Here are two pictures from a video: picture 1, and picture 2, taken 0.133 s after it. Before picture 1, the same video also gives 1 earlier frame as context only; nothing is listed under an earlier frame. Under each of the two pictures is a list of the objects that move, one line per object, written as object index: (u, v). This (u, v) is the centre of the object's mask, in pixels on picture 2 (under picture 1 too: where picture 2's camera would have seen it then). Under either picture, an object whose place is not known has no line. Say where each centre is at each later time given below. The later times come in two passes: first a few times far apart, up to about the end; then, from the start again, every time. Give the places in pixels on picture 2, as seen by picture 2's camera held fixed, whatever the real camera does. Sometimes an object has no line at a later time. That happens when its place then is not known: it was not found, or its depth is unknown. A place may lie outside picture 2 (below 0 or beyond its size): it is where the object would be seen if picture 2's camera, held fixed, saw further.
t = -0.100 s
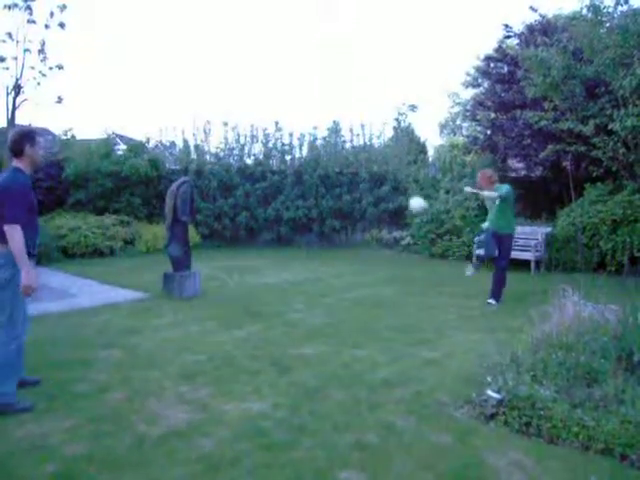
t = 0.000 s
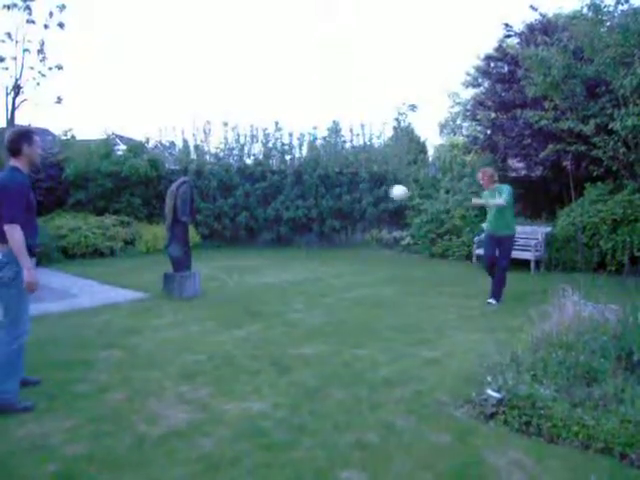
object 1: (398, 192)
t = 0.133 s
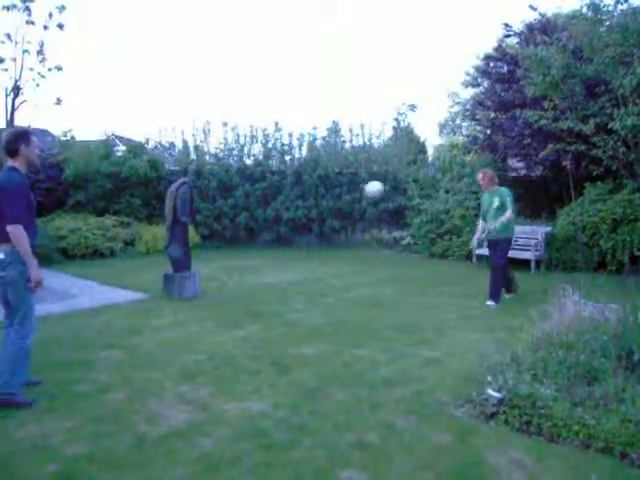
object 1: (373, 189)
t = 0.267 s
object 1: (348, 200)
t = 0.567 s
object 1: (286, 274)
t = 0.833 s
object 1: (252, 280)
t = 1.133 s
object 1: (224, 293)
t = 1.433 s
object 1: (193, 307)
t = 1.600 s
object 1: (176, 314)
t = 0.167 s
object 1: (367, 190)
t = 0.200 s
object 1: (361, 192)
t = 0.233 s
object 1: (354, 195)
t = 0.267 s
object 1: (348, 200)
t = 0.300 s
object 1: (341, 204)
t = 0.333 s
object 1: (334, 210)
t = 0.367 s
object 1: (328, 217)
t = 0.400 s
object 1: (321, 225)
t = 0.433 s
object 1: (314, 233)
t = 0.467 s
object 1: (307, 241)
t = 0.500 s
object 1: (300, 250)
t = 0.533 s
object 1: (293, 261)
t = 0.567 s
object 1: (286, 274)
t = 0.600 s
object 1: (278, 289)
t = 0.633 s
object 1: (271, 302)
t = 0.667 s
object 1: (266, 303)
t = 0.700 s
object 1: (263, 297)
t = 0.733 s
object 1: (260, 290)
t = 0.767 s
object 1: (257, 286)
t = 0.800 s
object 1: (255, 283)
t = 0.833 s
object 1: (252, 280)
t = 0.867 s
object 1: (249, 278)
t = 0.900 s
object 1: (246, 275)
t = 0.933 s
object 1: (244, 276)
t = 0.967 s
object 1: (240, 278)
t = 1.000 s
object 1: (236, 279)
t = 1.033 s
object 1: (233, 281)
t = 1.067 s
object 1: (230, 285)
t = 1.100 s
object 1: (227, 290)
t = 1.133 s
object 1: (224, 293)
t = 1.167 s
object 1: (220, 299)
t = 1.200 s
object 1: (215, 308)
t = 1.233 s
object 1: (213, 311)
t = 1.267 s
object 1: (209, 309)
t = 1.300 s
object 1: (208, 308)
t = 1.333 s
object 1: (204, 305)
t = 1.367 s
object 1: (201, 304)
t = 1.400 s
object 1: (196, 305)
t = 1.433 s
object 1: (193, 307)
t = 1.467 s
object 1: (190, 310)
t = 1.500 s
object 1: (187, 314)
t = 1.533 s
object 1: (184, 314)
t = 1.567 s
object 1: (180, 314)
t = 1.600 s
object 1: (176, 314)
